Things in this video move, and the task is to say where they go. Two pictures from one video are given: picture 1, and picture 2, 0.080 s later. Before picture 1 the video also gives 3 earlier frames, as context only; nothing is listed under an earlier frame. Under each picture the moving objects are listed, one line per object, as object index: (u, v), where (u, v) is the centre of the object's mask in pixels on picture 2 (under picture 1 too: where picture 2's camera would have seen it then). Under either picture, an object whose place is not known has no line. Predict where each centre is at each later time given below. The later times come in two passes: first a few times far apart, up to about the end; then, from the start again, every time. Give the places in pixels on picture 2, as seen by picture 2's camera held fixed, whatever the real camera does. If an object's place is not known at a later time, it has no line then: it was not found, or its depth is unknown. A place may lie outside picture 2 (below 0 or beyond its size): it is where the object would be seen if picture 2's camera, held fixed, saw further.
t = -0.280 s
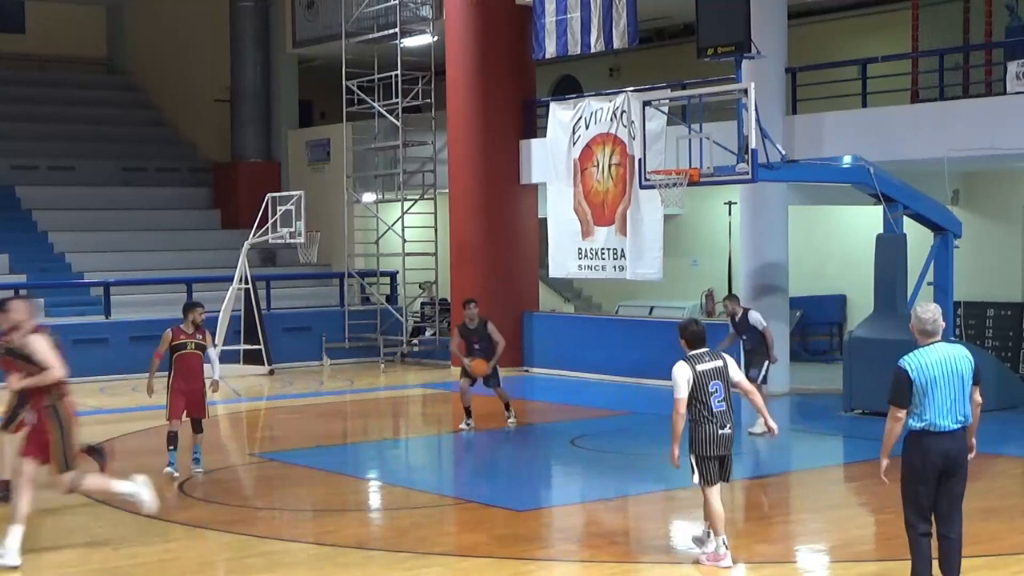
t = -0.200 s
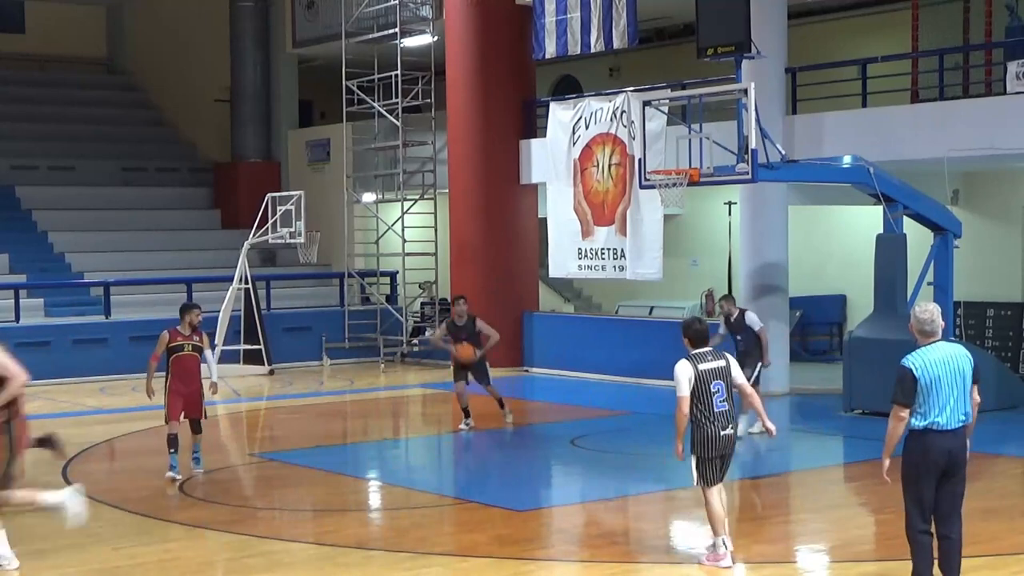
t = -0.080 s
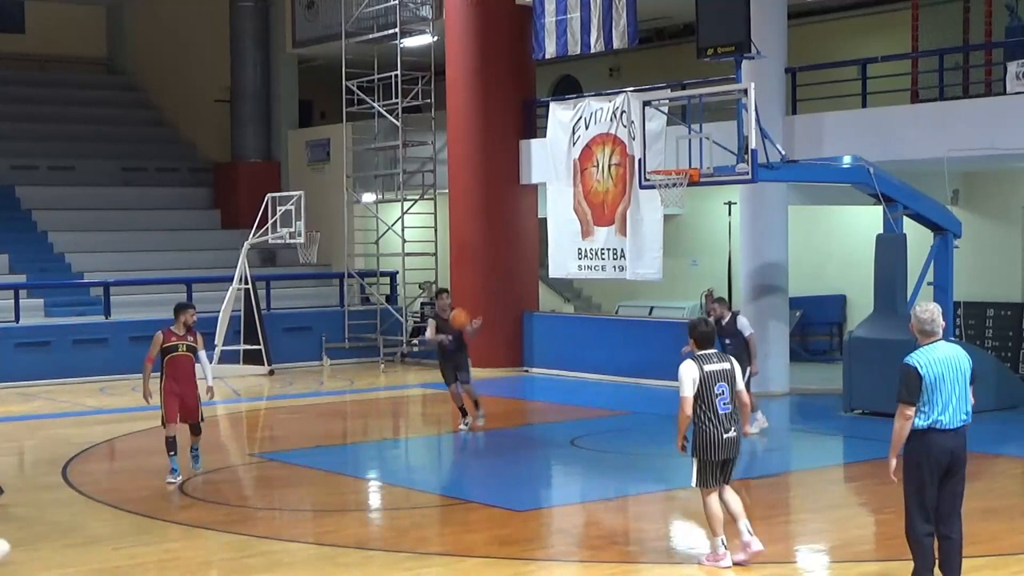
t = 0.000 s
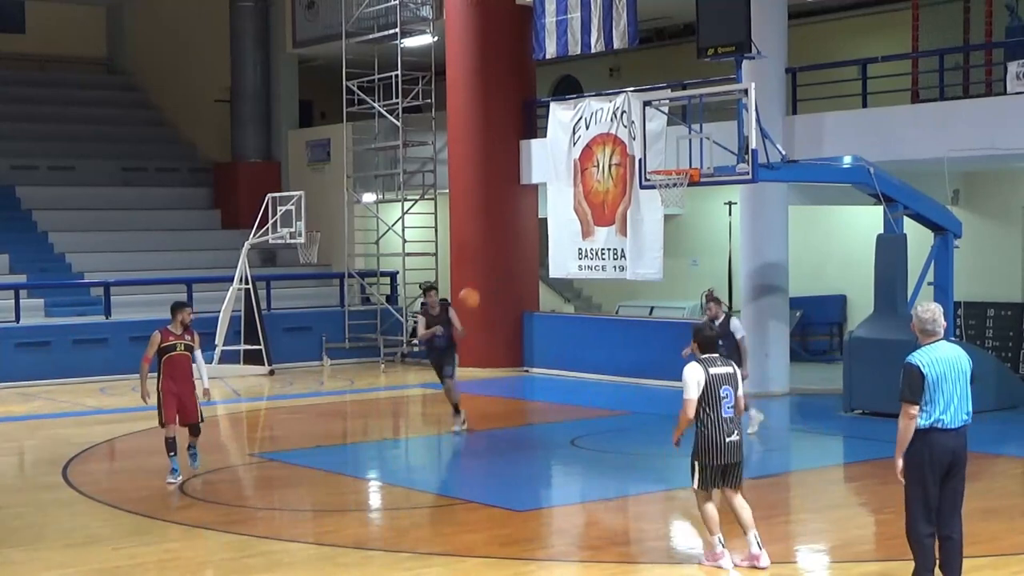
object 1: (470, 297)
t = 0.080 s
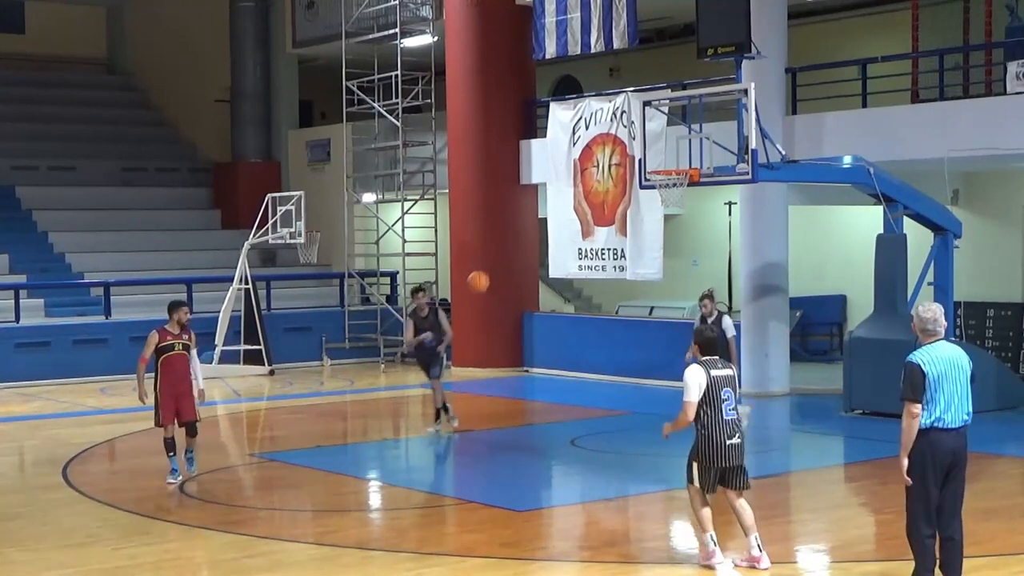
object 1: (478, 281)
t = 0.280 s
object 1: (505, 259)
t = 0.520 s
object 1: (547, 279)
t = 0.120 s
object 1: (483, 274)
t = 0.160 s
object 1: (489, 268)
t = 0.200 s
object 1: (494, 263)
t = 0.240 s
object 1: (499, 261)
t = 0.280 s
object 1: (505, 259)
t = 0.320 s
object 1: (511, 258)
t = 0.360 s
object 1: (518, 259)
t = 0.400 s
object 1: (525, 262)
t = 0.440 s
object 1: (532, 266)
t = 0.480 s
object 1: (539, 272)
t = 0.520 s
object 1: (547, 279)
